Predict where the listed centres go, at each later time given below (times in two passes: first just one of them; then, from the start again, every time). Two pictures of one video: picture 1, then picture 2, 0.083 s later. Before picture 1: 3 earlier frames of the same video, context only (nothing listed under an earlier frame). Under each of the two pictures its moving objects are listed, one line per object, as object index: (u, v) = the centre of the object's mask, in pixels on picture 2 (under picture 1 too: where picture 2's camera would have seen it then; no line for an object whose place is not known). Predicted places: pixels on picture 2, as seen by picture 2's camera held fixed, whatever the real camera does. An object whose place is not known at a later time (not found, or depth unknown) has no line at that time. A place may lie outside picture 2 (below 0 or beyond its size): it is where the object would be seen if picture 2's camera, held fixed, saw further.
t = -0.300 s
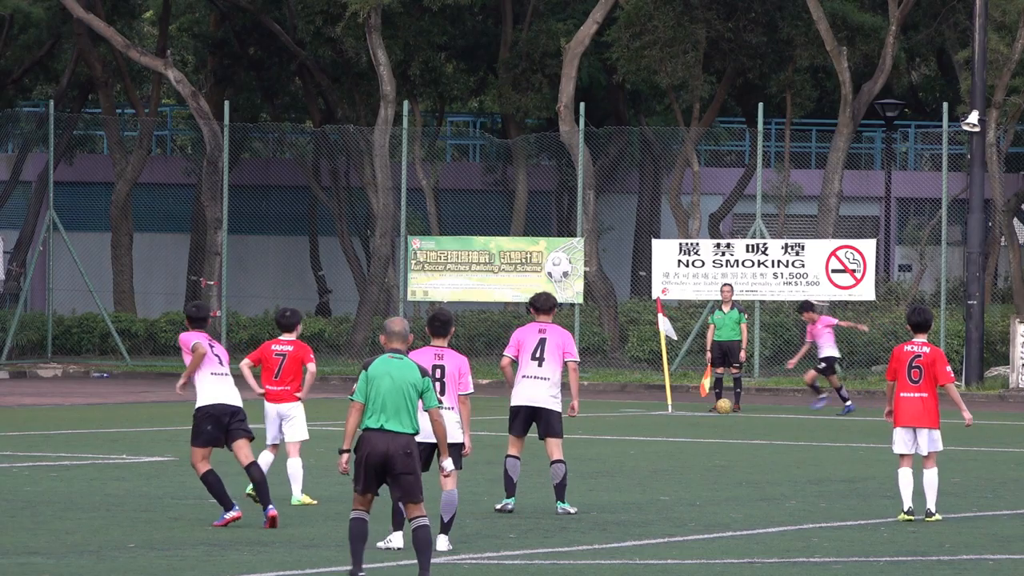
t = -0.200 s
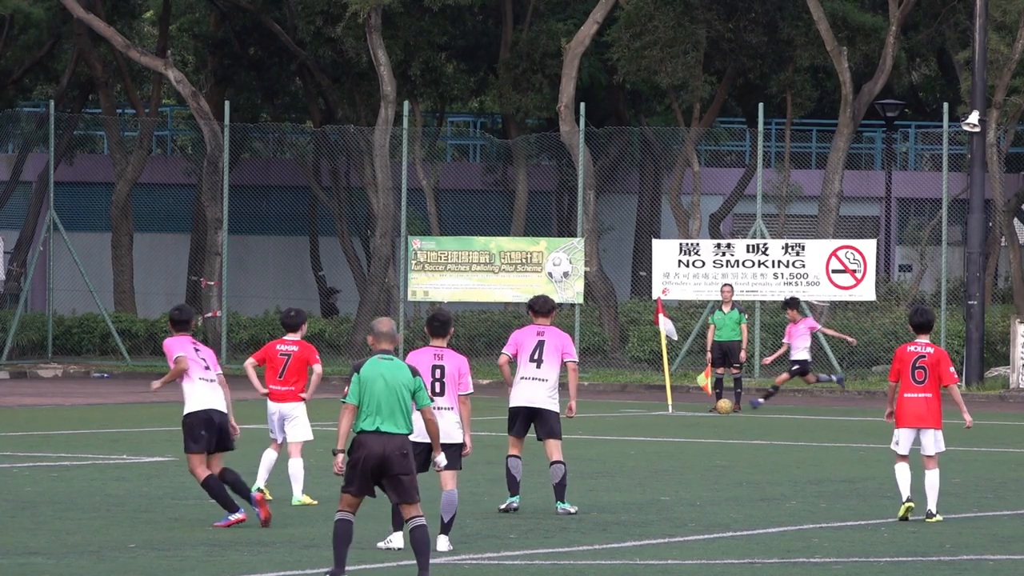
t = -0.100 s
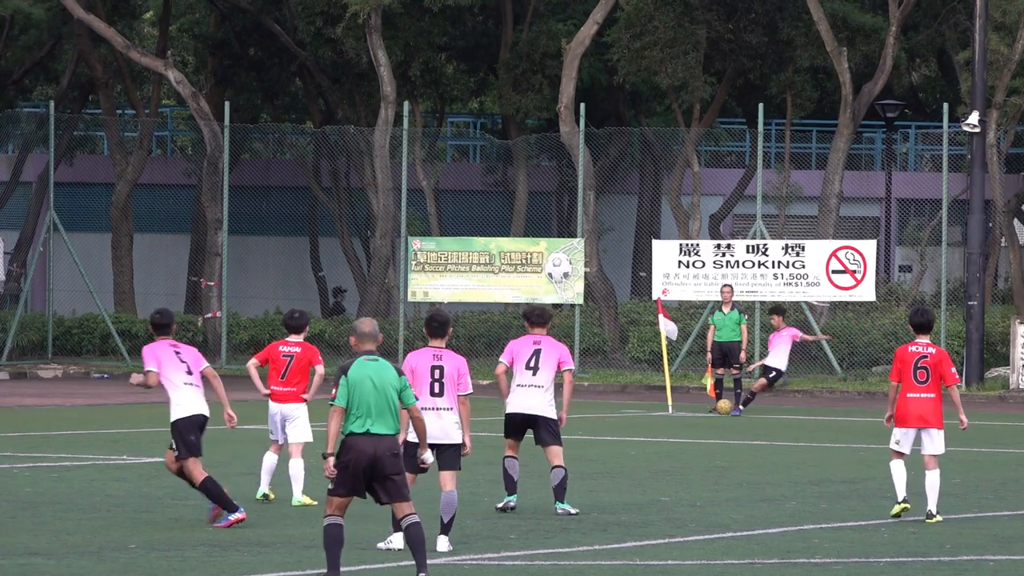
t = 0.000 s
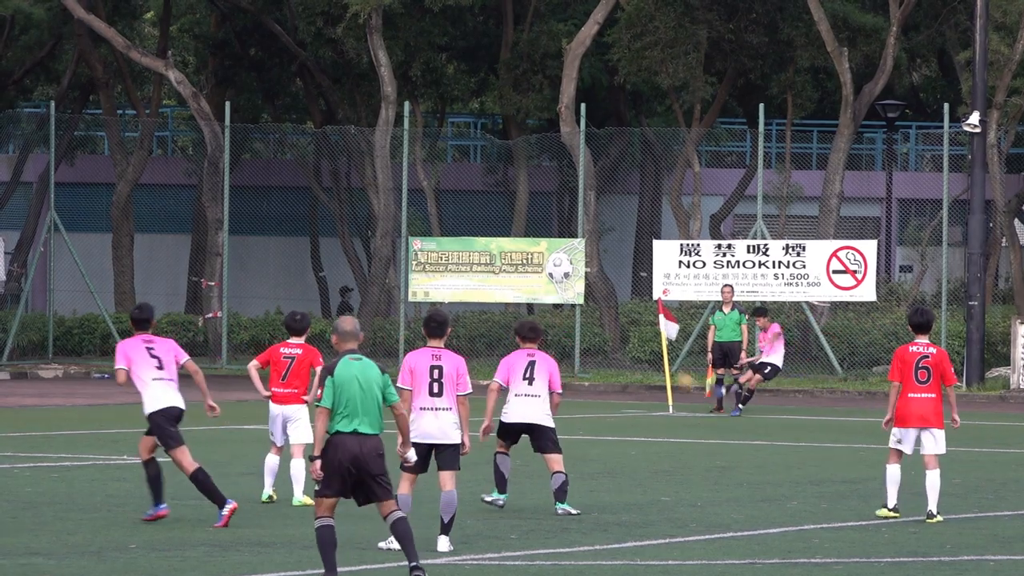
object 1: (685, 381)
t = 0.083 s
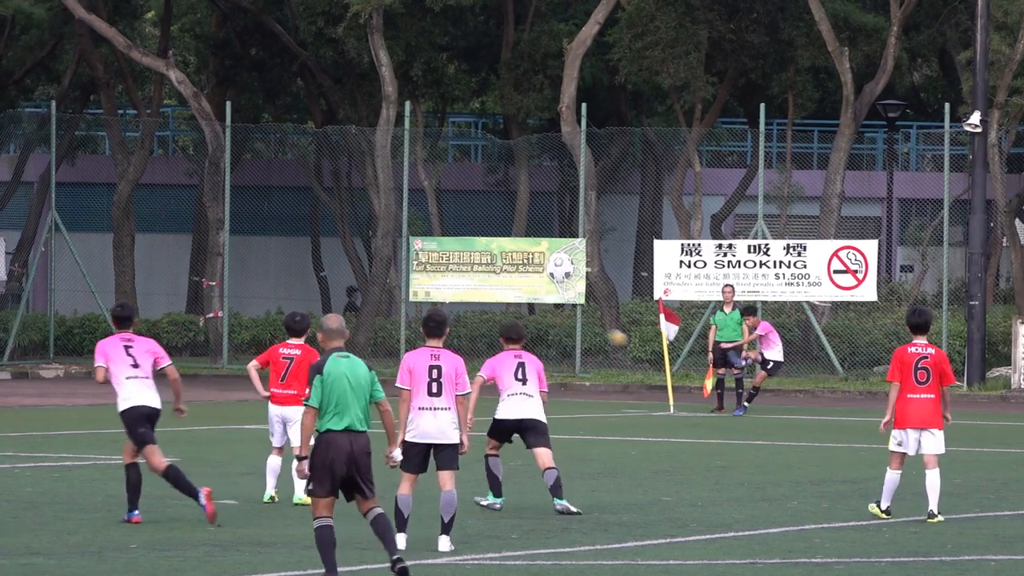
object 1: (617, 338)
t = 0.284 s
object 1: (470, 249)
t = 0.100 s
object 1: (604, 329)
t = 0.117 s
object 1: (591, 321)
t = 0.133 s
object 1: (578, 314)
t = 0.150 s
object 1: (567, 308)
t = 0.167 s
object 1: (554, 298)
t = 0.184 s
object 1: (540, 291)
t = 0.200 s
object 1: (528, 284)
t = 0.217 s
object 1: (515, 276)
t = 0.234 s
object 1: (504, 271)
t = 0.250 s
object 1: (492, 262)
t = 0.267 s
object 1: (481, 255)
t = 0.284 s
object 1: (470, 249)
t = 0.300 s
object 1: (461, 242)
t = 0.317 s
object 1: (450, 235)
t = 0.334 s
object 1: (440, 229)
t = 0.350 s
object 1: (430, 223)
